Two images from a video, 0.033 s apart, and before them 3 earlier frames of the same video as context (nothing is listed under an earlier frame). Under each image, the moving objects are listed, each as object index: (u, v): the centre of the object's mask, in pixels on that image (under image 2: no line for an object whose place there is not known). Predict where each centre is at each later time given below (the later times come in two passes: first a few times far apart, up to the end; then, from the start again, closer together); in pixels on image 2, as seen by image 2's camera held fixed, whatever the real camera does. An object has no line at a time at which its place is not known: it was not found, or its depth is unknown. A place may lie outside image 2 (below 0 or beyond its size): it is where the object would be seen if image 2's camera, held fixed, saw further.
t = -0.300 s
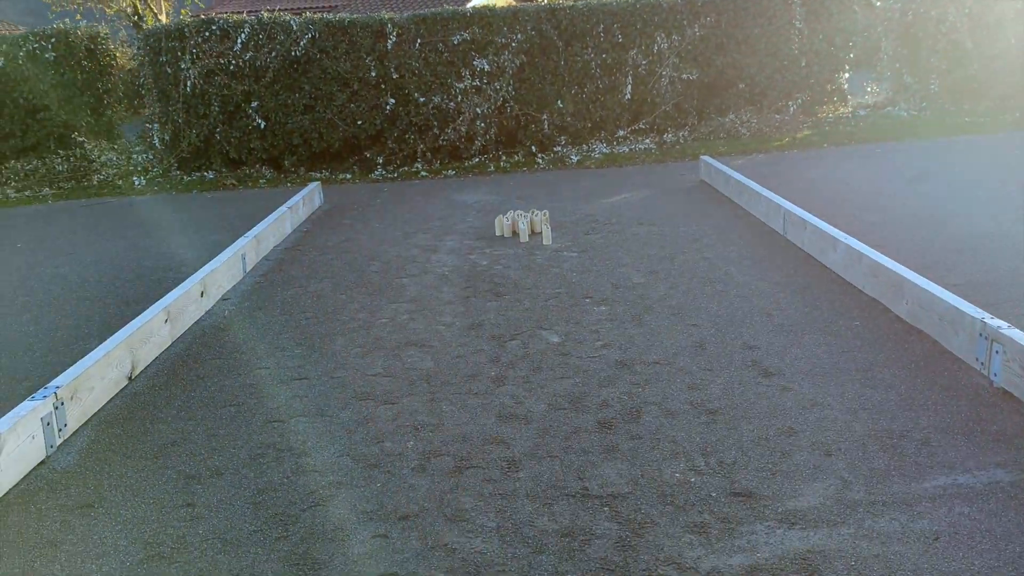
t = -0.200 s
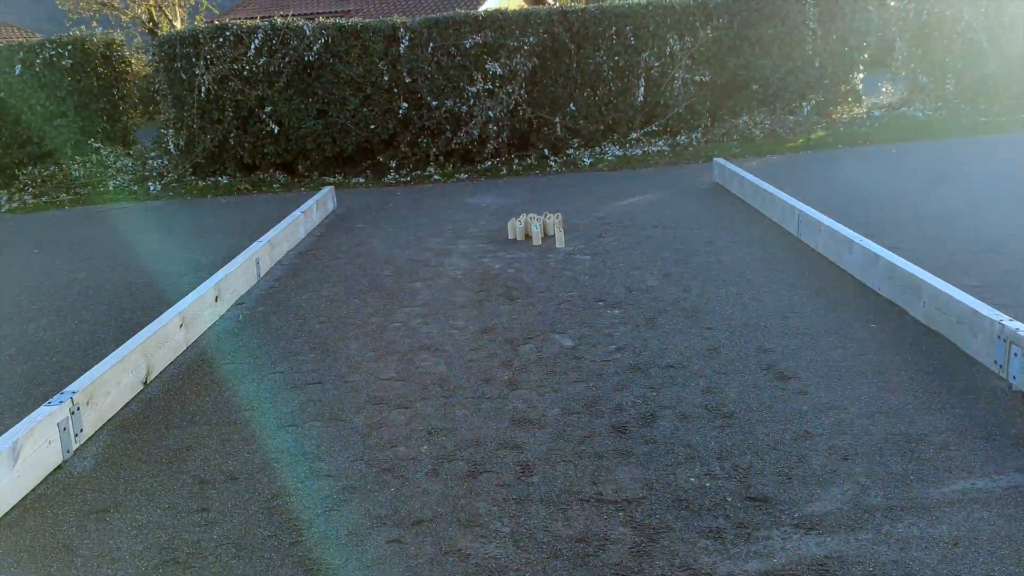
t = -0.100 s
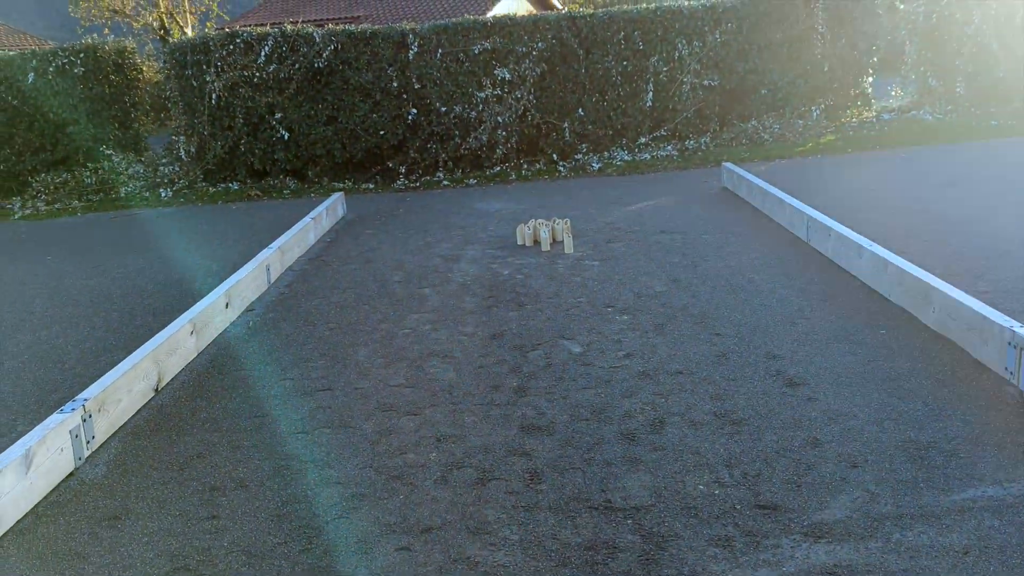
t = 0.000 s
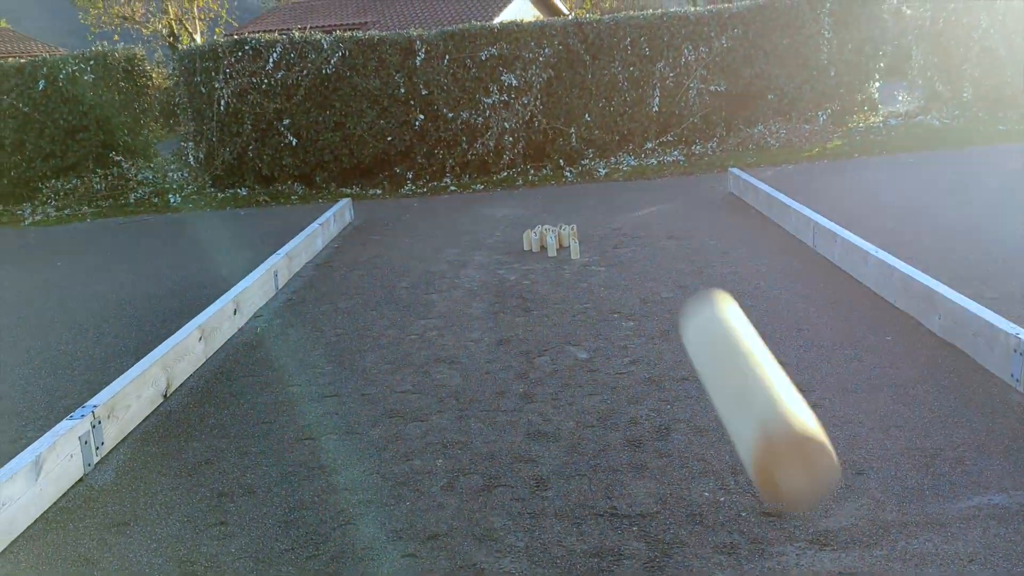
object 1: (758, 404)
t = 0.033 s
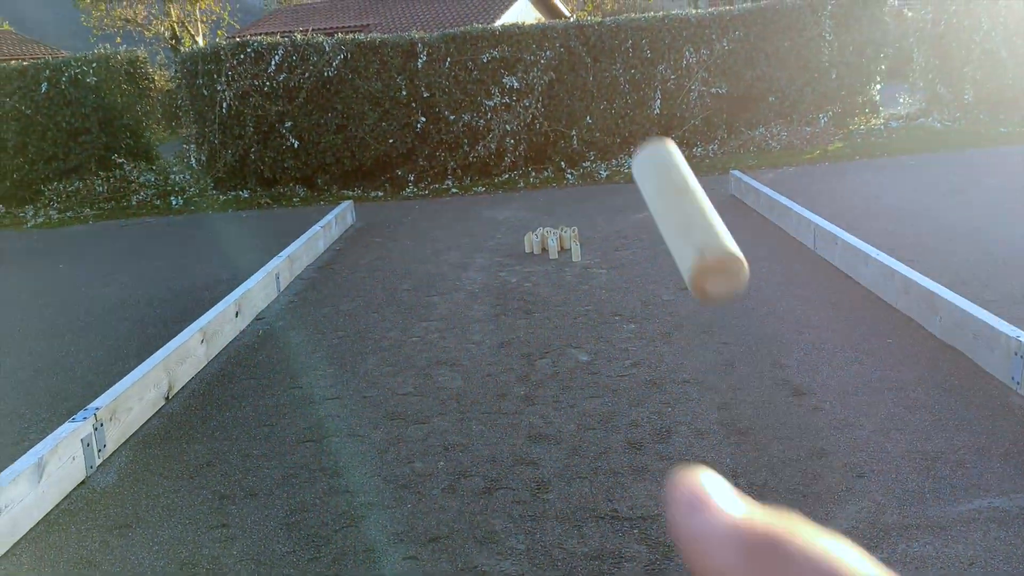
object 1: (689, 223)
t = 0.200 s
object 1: (591, 11)
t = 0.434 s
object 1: (554, 25)
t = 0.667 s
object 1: (547, 132)
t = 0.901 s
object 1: (544, 232)
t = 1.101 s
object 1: (521, 234)
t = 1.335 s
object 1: (498, 232)
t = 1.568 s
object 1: (491, 230)
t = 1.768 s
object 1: (491, 230)
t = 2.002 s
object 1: (491, 230)
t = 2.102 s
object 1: (491, 230)
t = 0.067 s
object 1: (649, 121)
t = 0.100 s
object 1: (624, 62)
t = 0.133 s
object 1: (610, 37)
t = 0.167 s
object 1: (601, 22)
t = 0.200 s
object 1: (591, 11)
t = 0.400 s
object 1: (555, 13)
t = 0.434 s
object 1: (554, 25)
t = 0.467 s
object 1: (552, 38)
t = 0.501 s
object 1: (551, 52)
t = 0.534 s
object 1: (549, 67)
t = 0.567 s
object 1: (549, 82)
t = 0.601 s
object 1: (548, 99)
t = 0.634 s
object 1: (548, 115)
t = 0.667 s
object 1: (547, 132)
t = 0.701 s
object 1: (547, 150)
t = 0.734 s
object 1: (547, 168)
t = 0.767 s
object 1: (547, 184)
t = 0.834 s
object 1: (546, 219)
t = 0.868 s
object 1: (545, 230)
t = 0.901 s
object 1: (544, 232)
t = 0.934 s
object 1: (537, 230)
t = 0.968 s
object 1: (531, 230)
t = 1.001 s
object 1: (527, 231)
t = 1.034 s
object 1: (525, 234)
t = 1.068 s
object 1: (522, 236)
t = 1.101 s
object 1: (521, 234)
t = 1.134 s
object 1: (512, 235)
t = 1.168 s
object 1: (509, 235)
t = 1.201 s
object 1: (506, 233)
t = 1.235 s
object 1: (504, 233)
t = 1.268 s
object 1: (502, 233)
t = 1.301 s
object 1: (500, 232)
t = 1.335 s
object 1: (498, 232)
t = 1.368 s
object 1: (496, 232)
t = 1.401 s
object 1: (494, 231)
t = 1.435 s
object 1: (493, 231)
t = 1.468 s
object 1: (492, 231)
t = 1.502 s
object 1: (492, 231)
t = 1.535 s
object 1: (492, 231)
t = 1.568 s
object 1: (491, 230)
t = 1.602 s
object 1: (491, 230)
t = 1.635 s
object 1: (491, 230)
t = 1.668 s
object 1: (491, 230)
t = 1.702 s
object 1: (491, 230)
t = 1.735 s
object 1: (491, 230)
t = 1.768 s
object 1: (491, 230)
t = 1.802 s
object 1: (492, 230)
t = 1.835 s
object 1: (491, 230)
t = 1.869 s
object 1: (491, 230)
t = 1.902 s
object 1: (491, 230)
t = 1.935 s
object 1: (491, 230)
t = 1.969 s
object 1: (491, 230)
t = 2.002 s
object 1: (491, 230)
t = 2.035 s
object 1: (491, 230)
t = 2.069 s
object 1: (491, 230)
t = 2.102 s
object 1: (491, 230)
